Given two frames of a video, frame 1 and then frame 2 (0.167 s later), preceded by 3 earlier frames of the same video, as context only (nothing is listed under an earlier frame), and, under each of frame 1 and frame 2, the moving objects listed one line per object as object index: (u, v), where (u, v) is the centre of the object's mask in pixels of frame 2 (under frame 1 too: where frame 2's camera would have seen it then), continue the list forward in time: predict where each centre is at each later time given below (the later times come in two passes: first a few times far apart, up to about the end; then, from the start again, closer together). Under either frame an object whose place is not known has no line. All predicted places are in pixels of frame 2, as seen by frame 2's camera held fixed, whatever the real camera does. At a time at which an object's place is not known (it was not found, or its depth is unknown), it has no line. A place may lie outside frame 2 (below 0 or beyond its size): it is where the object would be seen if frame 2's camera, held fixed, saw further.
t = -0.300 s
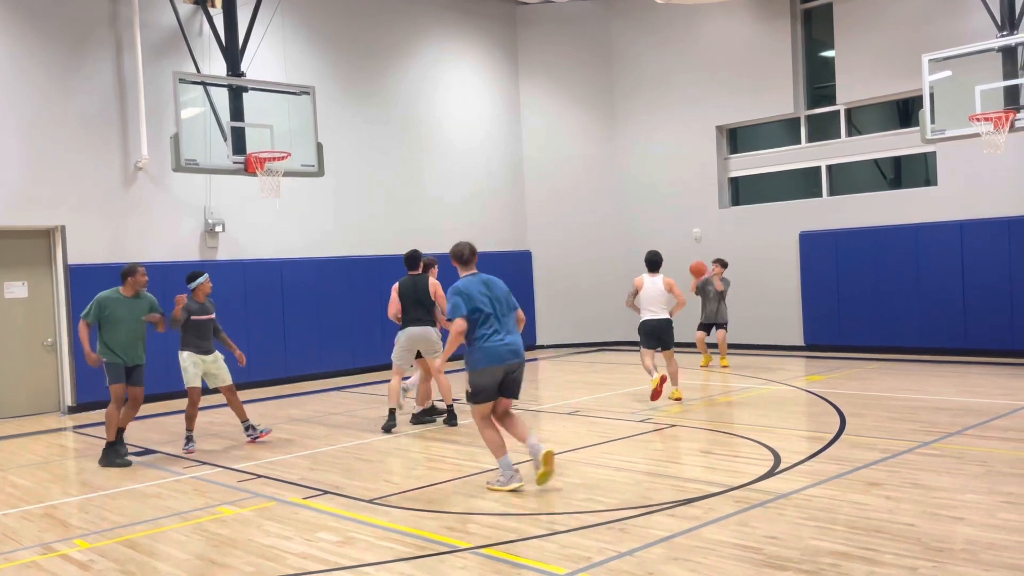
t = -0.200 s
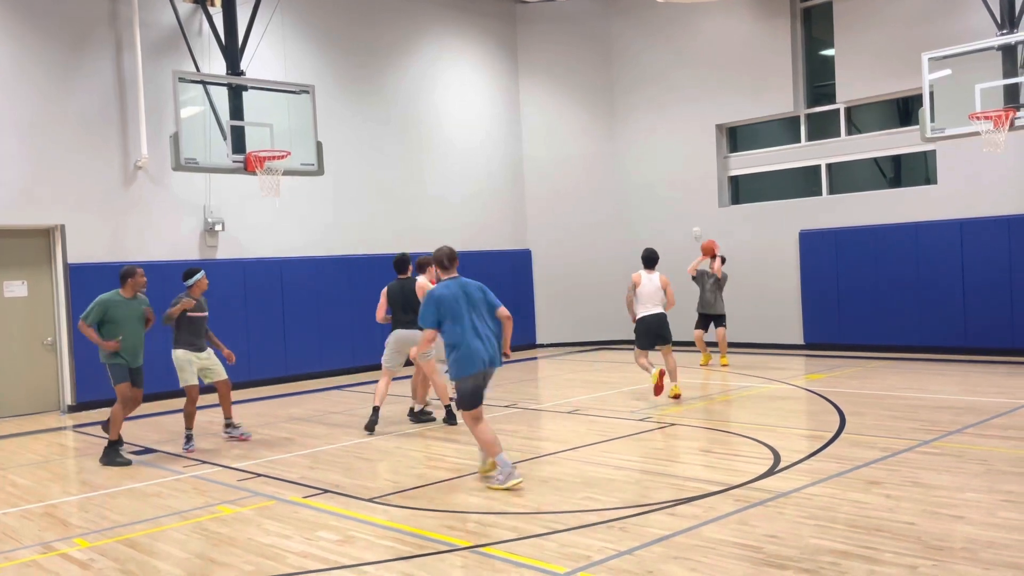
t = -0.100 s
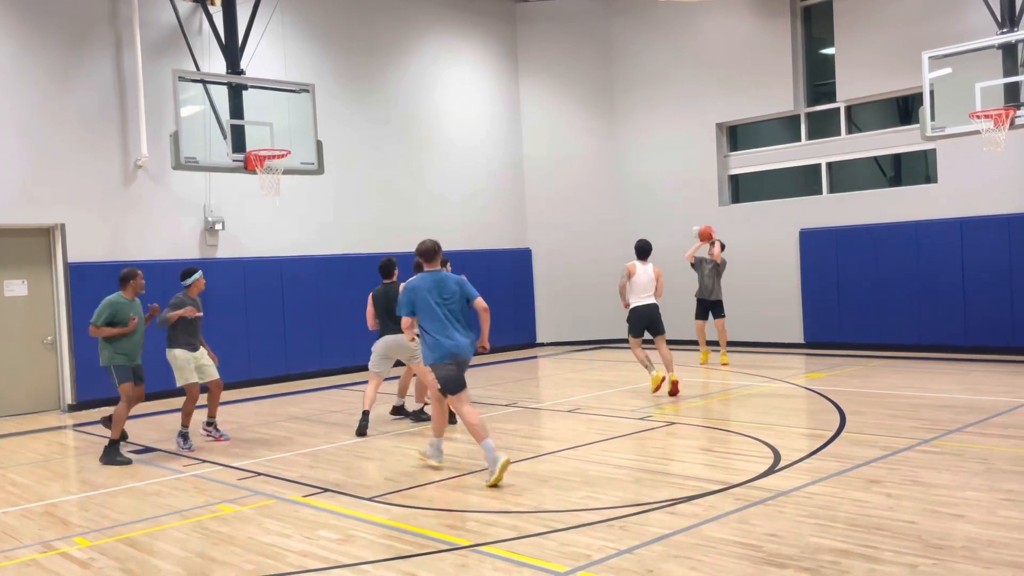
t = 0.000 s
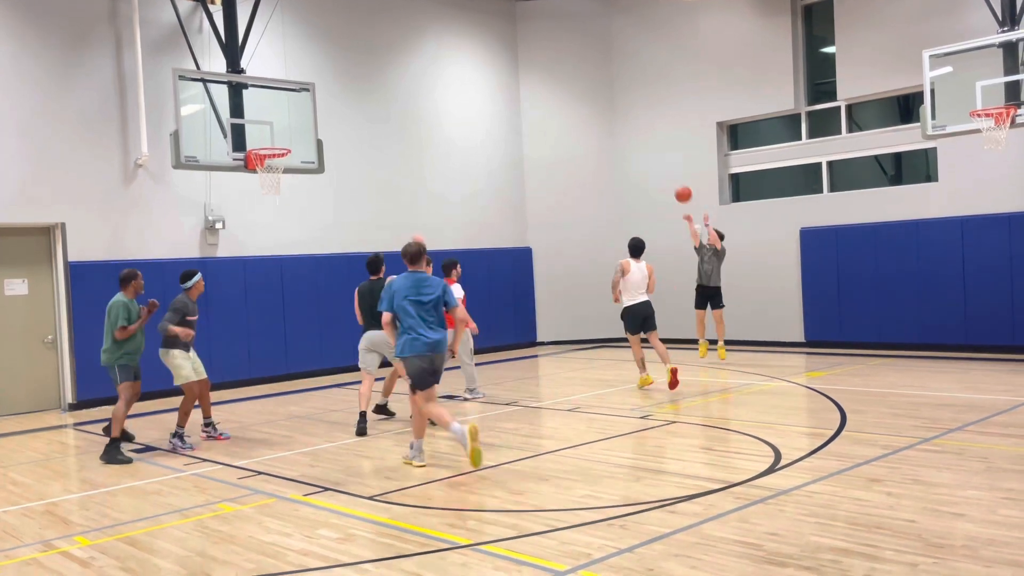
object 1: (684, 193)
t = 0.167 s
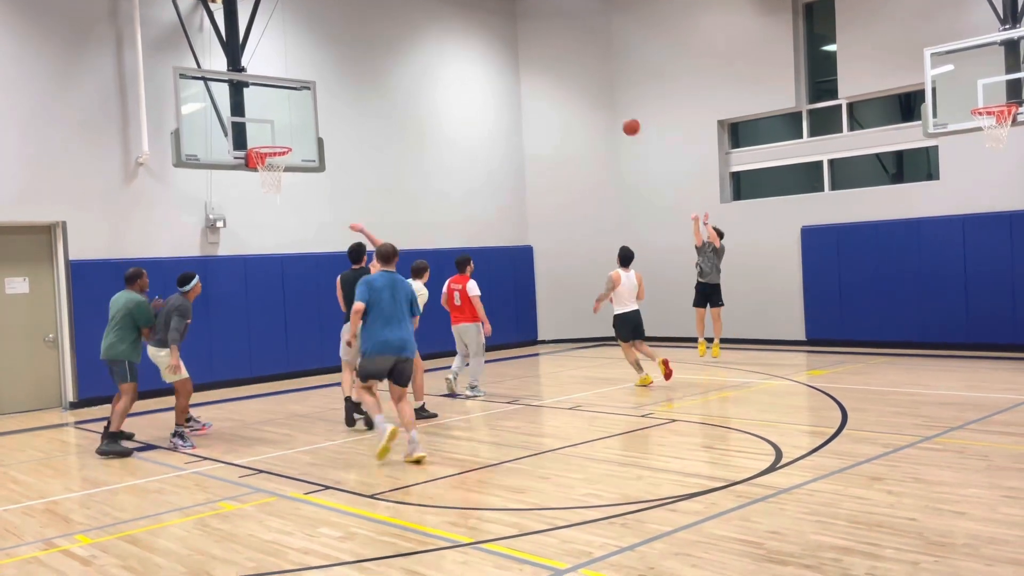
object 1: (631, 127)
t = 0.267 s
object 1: (598, 95)
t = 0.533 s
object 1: (509, 44)
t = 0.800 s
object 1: (415, 43)
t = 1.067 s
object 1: (319, 102)
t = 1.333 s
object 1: (241, 186)
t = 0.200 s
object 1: (621, 116)
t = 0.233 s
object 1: (609, 105)
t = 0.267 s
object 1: (598, 95)
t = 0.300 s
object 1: (588, 86)
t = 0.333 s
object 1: (576, 78)
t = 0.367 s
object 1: (565, 71)
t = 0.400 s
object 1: (554, 64)
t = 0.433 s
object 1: (543, 58)
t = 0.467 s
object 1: (531, 52)
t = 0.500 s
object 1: (520, 48)
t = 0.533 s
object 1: (509, 44)
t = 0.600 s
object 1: (486, 39)
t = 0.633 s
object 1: (474, 38)
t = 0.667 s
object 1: (463, 37)
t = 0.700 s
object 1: (451, 37)
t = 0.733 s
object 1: (439, 39)
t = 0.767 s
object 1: (427, 40)
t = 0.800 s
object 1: (415, 43)
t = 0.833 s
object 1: (404, 47)
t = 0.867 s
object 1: (392, 52)
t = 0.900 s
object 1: (380, 58)
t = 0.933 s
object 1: (368, 64)
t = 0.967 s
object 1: (356, 72)
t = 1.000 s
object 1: (343, 81)
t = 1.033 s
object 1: (331, 90)
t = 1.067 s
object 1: (319, 102)
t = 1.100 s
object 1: (306, 113)
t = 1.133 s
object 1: (295, 126)
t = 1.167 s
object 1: (282, 138)
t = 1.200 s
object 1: (270, 154)
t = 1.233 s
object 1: (258, 170)
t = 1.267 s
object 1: (251, 176)
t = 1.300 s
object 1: (246, 180)
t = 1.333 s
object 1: (241, 186)
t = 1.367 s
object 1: (236, 193)
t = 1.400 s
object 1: (231, 201)
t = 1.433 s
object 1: (227, 209)
